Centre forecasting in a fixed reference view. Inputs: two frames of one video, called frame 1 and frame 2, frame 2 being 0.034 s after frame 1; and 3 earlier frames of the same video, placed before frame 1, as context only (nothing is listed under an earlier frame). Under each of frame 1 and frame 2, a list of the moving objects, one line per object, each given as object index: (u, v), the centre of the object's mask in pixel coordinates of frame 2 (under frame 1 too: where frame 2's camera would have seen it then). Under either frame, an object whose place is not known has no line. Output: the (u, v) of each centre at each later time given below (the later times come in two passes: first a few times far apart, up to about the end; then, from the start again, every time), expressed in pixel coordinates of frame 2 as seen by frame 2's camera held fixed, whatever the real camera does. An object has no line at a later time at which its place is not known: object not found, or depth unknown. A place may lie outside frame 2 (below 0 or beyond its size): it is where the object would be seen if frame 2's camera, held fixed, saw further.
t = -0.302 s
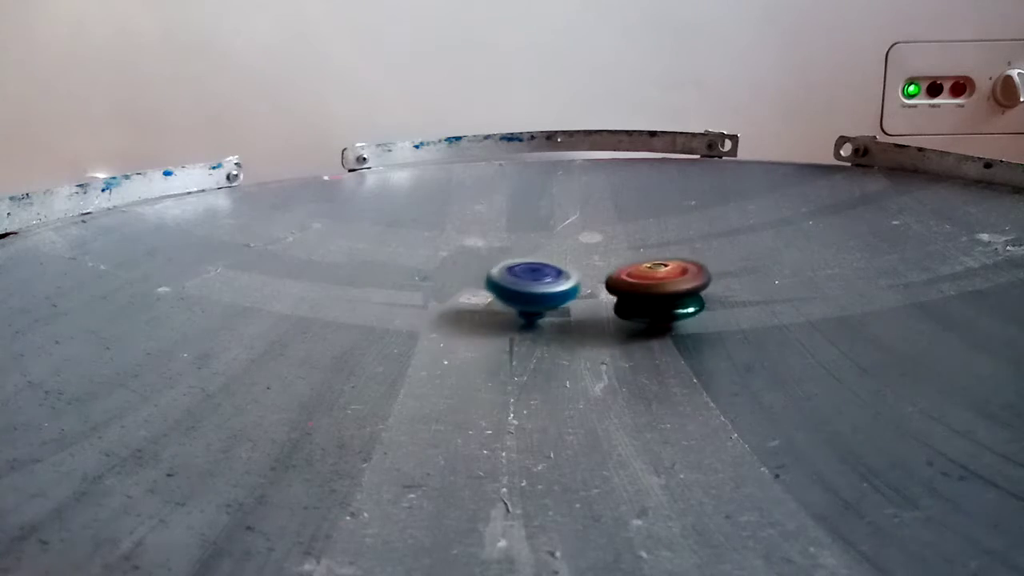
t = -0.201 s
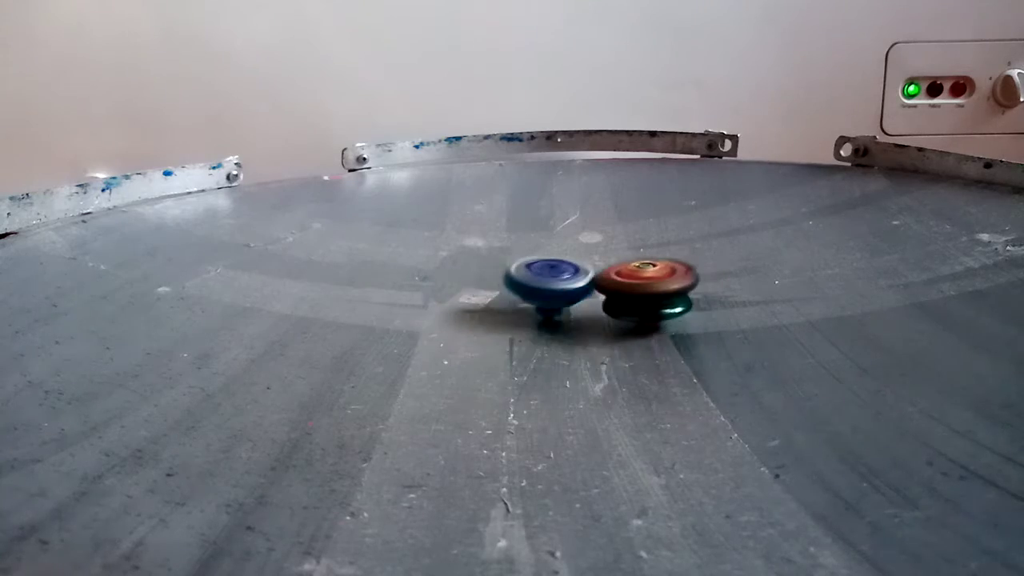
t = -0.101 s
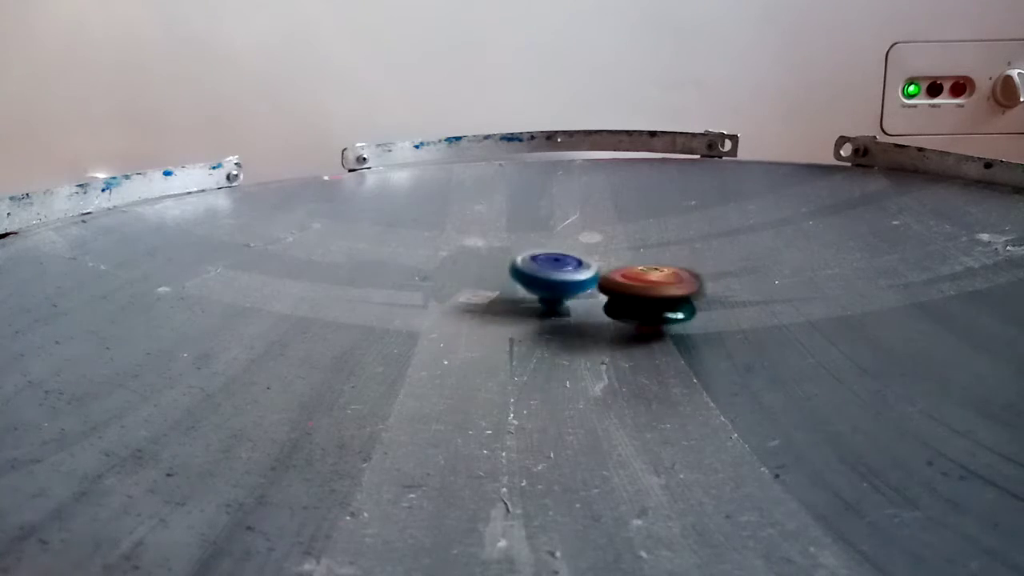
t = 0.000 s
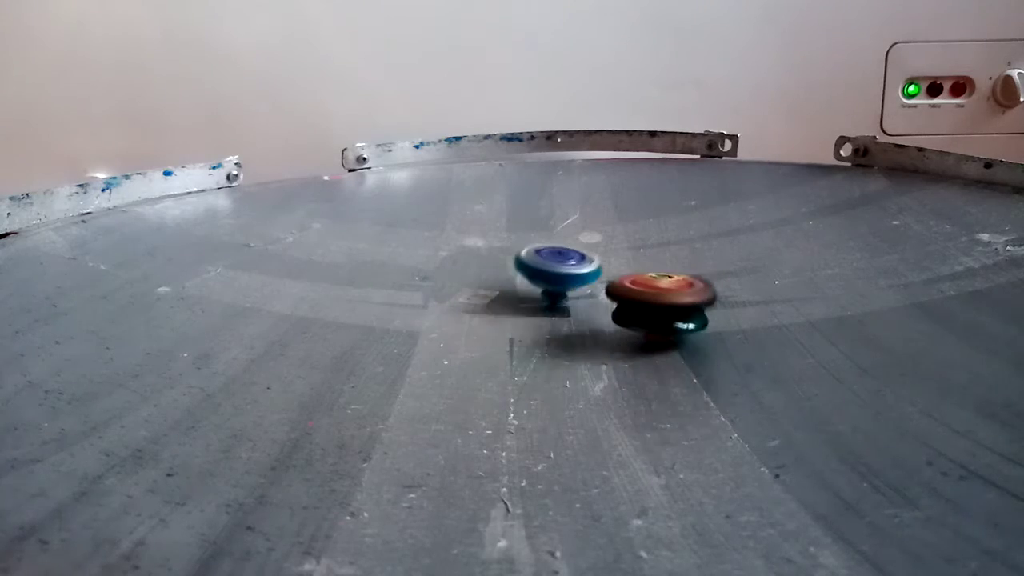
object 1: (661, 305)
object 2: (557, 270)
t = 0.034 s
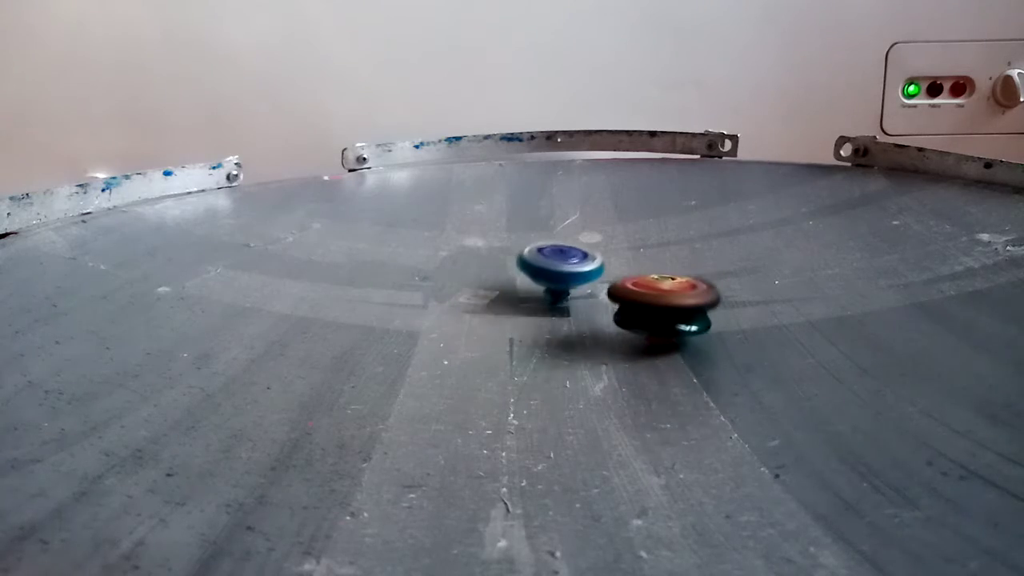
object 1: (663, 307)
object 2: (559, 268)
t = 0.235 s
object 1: (668, 320)
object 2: (574, 258)
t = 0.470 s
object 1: (658, 334)
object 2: (597, 253)
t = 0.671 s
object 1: (627, 340)
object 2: (608, 252)
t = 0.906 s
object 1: (581, 342)
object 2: (619, 256)
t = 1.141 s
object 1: (531, 337)
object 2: (611, 269)
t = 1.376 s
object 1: (491, 325)
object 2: (574, 282)
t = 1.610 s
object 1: (457, 312)
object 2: (541, 291)
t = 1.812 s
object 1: (423, 306)
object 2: (514, 291)
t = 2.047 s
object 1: (396, 302)
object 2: (512, 289)
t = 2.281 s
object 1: (395, 300)
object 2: (511, 289)
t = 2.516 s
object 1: (414, 301)
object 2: (528, 287)
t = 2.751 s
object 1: (427, 302)
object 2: (564, 287)
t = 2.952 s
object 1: (460, 305)
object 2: (591, 290)
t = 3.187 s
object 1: (493, 306)
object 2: (624, 293)
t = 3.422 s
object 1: (475, 304)
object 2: (659, 297)
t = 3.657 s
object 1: (475, 304)
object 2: (657, 305)
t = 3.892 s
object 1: (490, 303)
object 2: (626, 313)
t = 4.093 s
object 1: (510, 300)
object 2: (593, 316)
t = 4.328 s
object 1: (507, 289)
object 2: (562, 319)
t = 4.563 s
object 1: (510, 277)
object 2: (532, 315)
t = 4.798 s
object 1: (516, 270)
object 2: (514, 307)
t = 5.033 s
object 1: (526, 267)
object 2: (511, 306)
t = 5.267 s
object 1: (545, 266)
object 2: (521, 304)
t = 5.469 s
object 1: (562, 267)
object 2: (531, 303)
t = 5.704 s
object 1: (582, 272)
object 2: (540, 305)
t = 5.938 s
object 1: (591, 276)
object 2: (546, 310)
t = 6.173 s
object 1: (592, 283)
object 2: (535, 315)
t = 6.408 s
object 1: (584, 288)
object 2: (520, 316)
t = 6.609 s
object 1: (570, 292)
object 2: (507, 316)
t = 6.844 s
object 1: (562, 291)
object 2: (493, 316)
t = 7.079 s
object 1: (554, 290)
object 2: (494, 312)
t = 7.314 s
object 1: (547, 287)
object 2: (489, 313)
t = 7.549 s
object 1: (543, 280)
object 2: (497, 310)
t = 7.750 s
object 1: (530, 272)
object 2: (508, 310)
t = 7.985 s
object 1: (520, 270)
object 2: (526, 312)
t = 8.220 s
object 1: (526, 273)
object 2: (547, 312)
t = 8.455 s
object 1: (541, 277)
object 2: (562, 314)
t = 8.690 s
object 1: (549, 279)
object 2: (579, 315)
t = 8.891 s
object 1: (553, 277)
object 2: (584, 317)
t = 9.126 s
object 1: (558, 276)
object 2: (575, 319)
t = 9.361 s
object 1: (548, 277)
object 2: (564, 314)
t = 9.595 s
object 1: (541, 275)
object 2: (561, 316)
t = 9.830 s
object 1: (528, 274)
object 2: (558, 315)
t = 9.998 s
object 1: (527, 274)
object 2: (556, 313)
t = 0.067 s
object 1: (665, 309)
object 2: (562, 266)
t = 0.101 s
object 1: (667, 312)
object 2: (565, 264)
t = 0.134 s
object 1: (668, 314)
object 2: (567, 263)
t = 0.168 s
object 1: (668, 316)
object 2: (568, 261)
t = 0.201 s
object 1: (668, 318)
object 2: (571, 259)
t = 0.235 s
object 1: (668, 320)
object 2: (574, 258)
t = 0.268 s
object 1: (667, 322)
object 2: (577, 257)
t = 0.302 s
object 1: (667, 324)
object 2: (580, 256)
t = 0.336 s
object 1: (665, 327)
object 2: (582, 255)
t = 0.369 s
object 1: (664, 329)
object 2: (585, 254)
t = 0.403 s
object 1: (663, 330)
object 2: (588, 253)
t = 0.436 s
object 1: (661, 332)
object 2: (592, 253)
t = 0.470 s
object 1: (658, 334)
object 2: (597, 253)
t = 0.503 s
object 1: (654, 335)
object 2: (601, 252)
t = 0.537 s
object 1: (649, 337)
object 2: (602, 252)
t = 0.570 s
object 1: (644, 338)
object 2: (602, 252)
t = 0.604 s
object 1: (638, 339)
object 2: (604, 253)
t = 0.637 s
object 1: (633, 340)
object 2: (606, 253)
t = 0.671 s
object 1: (627, 340)
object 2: (608, 252)
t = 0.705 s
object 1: (621, 341)
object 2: (609, 253)
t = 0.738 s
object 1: (614, 341)
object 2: (610, 254)
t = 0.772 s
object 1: (608, 341)
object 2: (612, 254)
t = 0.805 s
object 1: (601, 342)
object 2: (615, 255)
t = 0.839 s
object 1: (594, 342)
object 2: (616, 255)
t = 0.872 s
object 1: (588, 342)
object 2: (618, 256)
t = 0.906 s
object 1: (581, 342)
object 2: (619, 256)
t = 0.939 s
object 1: (575, 342)
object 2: (620, 257)
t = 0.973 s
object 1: (567, 341)
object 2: (619, 259)
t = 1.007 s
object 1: (559, 340)
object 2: (620, 261)
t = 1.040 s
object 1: (553, 340)
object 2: (619, 263)
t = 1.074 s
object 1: (545, 339)
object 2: (617, 265)
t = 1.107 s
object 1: (538, 338)
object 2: (614, 267)
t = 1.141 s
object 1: (531, 337)
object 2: (611, 269)
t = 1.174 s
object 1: (525, 335)
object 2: (607, 271)
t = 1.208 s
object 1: (519, 333)
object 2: (602, 273)
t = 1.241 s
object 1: (513, 331)
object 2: (597, 275)
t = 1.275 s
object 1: (508, 330)
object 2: (591, 277)
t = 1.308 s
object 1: (502, 328)
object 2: (586, 278)
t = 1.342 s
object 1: (497, 326)
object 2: (581, 280)
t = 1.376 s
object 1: (491, 325)
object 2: (574, 282)
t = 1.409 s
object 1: (485, 323)
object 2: (568, 284)
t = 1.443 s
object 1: (480, 322)
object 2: (563, 285)
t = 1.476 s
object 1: (475, 320)
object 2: (558, 287)
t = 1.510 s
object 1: (471, 318)
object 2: (553, 288)
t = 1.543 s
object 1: (468, 315)
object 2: (549, 290)
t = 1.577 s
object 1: (466, 313)
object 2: (544, 292)
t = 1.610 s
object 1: (457, 312)
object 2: (541, 291)
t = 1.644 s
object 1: (449, 311)
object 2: (537, 291)
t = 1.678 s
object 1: (443, 310)
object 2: (533, 291)
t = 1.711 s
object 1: (438, 309)
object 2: (527, 291)
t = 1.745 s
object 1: (432, 308)
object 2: (523, 291)
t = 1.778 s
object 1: (426, 307)
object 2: (518, 291)
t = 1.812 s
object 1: (423, 306)
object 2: (514, 291)
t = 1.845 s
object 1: (418, 306)
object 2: (513, 291)
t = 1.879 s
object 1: (412, 305)
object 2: (512, 290)
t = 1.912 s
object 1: (408, 305)
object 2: (511, 290)
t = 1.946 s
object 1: (405, 303)
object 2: (512, 290)
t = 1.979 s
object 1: (401, 302)
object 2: (512, 290)
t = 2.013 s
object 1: (399, 302)
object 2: (512, 290)
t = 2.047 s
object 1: (396, 302)
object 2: (512, 289)
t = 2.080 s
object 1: (394, 301)
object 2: (511, 289)
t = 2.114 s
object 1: (394, 300)
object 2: (511, 289)
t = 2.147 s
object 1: (392, 300)
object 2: (510, 288)
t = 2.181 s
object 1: (390, 299)
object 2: (510, 288)
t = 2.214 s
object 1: (391, 300)
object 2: (510, 288)
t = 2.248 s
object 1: (393, 300)
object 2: (510, 289)
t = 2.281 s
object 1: (395, 300)
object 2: (511, 289)
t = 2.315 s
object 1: (398, 298)
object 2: (511, 289)
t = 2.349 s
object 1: (402, 298)
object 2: (512, 288)
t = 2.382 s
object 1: (407, 298)
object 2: (512, 288)
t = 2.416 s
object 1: (413, 298)
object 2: (513, 288)
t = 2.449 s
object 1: (418, 300)
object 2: (513, 288)
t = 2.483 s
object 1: (419, 300)
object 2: (519, 288)
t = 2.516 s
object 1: (414, 301)
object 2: (528, 287)
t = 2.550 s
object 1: (412, 301)
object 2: (533, 287)
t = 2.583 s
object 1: (413, 301)
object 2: (539, 287)
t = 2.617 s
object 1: (414, 301)
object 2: (543, 287)
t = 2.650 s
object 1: (416, 301)
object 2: (549, 287)
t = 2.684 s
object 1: (419, 301)
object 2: (554, 287)
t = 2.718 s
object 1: (423, 301)
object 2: (559, 287)
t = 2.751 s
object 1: (427, 302)
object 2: (564, 287)
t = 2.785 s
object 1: (431, 302)
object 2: (569, 288)
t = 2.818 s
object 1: (435, 303)
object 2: (573, 288)
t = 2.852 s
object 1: (440, 303)
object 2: (579, 289)
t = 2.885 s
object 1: (446, 304)
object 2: (583, 289)
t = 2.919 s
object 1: (453, 305)
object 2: (587, 290)
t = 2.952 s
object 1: (460, 305)
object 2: (591, 290)
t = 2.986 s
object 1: (467, 304)
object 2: (594, 290)
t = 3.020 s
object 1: (474, 305)
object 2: (597, 291)
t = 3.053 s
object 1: (482, 305)
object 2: (600, 292)
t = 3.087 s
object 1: (489, 306)
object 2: (601, 293)
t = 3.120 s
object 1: (498, 306)
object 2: (603, 293)
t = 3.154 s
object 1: (503, 306)
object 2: (608, 295)
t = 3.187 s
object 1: (493, 306)
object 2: (624, 293)
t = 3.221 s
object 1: (487, 305)
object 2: (635, 293)
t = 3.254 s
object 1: (483, 306)
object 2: (639, 293)
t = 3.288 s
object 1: (480, 305)
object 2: (644, 293)
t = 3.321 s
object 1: (478, 305)
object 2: (648, 294)
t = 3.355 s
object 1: (476, 305)
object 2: (653, 295)
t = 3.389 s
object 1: (475, 304)
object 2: (656, 296)
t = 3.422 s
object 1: (475, 304)
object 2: (659, 297)
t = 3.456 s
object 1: (475, 304)
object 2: (661, 298)
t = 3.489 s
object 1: (475, 304)
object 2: (661, 299)
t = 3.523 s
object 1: (475, 304)
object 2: (662, 300)
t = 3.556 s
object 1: (475, 304)
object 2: (662, 302)
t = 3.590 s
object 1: (475, 304)
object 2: (661, 303)
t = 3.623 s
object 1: (475, 304)
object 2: (659, 304)
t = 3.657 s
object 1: (475, 304)
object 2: (657, 305)
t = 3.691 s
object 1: (475, 304)
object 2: (655, 306)
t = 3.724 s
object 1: (475, 304)
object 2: (650, 308)
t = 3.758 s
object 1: (475, 303)
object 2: (646, 309)
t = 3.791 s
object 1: (477, 303)
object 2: (642, 310)
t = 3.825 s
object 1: (481, 303)
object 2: (637, 311)
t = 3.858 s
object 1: (485, 303)
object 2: (632, 312)
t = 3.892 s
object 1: (490, 303)
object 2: (626, 313)
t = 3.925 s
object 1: (495, 303)
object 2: (620, 314)
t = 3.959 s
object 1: (498, 303)
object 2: (613, 315)
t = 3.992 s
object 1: (502, 302)
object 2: (606, 315)
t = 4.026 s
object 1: (506, 301)
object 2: (601, 315)
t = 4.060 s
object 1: (509, 301)
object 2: (595, 315)
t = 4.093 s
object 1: (510, 300)
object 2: (593, 316)
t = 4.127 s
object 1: (510, 298)
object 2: (589, 317)
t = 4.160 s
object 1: (509, 297)
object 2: (585, 318)
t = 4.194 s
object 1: (509, 296)
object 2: (582, 318)
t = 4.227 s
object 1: (509, 295)
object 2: (578, 318)
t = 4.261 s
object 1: (509, 293)
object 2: (575, 318)
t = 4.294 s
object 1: (509, 291)
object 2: (568, 319)
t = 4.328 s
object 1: (507, 289)
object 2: (562, 319)
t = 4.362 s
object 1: (506, 288)
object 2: (558, 318)
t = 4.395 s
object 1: (505, 287)
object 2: (554, 317)
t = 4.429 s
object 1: (505, 285)
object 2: (549, 318)
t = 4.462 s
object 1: (506, 283)
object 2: (544, 317)
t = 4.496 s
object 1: (508, 280)
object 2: (540, 316)
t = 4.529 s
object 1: (509, 278)
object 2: (536, 315)
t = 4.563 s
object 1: (510, 277)
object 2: (532, 315)
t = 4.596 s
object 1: (510, 276)
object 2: (528, 314)
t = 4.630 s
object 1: (512, 274)
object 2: (526, 313)
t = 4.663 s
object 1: (514, 272)
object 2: (524, 312)
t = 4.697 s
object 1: (514, 272)
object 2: (521, 311)
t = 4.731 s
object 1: (515, 271)
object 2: (519, 308)
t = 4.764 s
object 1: (515, 270)
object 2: (516, 309)
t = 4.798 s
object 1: (516, 270)
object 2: (514, 307)
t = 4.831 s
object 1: (516, 269)
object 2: (512, 308)
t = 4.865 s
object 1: (516, 269)
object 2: (511, 308)
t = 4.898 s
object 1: (518, 268)
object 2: (510, 307)
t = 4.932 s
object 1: (520, 267)
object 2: (510, 307)
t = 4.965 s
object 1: (521, 267)
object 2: (509, 307)
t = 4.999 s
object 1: (524, 267)
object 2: (509, 306)
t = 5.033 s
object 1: (526, 267)
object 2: (511, 306)
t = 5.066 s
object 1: (528, 267)
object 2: (512, 306)
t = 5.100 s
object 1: (531, 267)
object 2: (513, 305)
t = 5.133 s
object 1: (534, 266)
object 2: (515, 304)
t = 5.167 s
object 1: (538, 267)
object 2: (516, 304)
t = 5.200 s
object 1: (539, 266)
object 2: (519, 304)
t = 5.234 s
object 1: (541, 266)
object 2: (521, 304)
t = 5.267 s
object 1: (545, 266)
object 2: (521, 304)
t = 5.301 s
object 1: (549, 267)
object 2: (521, 304)
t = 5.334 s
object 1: (553, 267)
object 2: (522, 304)
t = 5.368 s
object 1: (556, 267)
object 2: (524, 304)
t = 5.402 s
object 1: (557, 267)
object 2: (526, 303)
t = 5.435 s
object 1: (559, 267)
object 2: (528, 303)
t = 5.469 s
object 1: (562, 267)
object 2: (531, 303)
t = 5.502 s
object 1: (566, 269)
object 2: (533, 303)
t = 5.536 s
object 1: (570, 269)
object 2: (535, 303)
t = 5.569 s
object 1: (575, 270)
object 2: (536, 304)
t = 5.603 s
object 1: (577, 271)
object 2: (537, 304)
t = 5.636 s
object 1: (577, 271)
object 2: (538, 305)
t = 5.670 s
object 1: (580, 271)
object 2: (540, 305)
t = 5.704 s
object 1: (582, 272)
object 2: (540, 305)
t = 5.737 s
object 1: (583, 272)
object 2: (542, 306)
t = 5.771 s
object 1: (584, 273)
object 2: (544, 307)
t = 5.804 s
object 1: (585, 273)
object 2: (545, 307)
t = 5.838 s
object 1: (586, 274)
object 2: (547, 308)
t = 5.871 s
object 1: (588, 274)
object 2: (548, 308)
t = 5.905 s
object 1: (590, 276)
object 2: (548, 309)
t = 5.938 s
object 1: (591, 276)
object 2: (546, 310)
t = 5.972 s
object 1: (595, 276)
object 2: (544, 310)
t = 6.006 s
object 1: (597, 281)
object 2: (542, 311)
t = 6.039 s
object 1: (598, 282)
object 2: (541, 312)
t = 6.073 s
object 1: (598, 283)
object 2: (540, 313)
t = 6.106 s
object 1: (596, 283)
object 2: (538, 314)
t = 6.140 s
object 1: (594, 282)
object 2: (537, 314)
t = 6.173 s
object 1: (592, 283)
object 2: (535, 315)
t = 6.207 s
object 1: (590, 283)
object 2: (533, 315)
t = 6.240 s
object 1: (589, 284)
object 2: (531, 315)
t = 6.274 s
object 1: (589, 284)
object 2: (529, 316)
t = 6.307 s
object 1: (588, 286)
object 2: (527, 316)
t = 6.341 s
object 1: (586, 286)
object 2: (525, 316)
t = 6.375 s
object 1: (585, 287)
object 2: (522, 316)
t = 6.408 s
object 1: (584, 288)
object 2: (520, 316)
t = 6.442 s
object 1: (583, 290)
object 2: (518, 316)
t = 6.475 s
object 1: (580, 290)
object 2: (517, 316)
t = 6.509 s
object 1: (577, 291)
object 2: (516, 316)
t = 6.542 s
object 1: (574, 291)
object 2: (514, 316)
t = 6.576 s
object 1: (571, 291)
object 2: (512, 315)
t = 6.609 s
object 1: (570, 292)
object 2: (507, 316)
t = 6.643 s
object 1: (568, 291)
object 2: (505, 317)
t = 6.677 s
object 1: (568, 291)
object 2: (502, 316)
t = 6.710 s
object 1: (566, 292)
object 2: (500, 316)
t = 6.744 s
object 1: (565, 292)
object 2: (497, 316)
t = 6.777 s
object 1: (564, 291)
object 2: (496, 316)
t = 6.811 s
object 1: (563, 291)
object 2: (494, 316)
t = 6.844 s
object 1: (562, 291)
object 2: (493, 316)
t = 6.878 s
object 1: (561, 291)
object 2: (493, 315)
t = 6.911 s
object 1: (560, 291)
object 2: (492, 315)
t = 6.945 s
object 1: (559, 291)
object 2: (492, 315)
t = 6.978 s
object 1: (558, 291)
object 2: (492, 314)
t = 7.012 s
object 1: (556, 291)
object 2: (492, 314)
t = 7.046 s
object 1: (554, 290)
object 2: (493, 313)
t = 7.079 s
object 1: (554, 290)
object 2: (494, 312)
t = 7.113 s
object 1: (552, 290)
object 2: (492, 313)
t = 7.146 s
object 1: (552, 289)
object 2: (490, 313)
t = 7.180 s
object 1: (552, 289)
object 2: (489, 313)
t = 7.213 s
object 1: (552, 289)
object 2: (489, 313)
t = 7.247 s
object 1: (551, 289)
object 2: (489, 313)
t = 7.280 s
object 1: (550, 289)
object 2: (489, 313)
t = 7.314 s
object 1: (547, 287)
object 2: (489, 313)
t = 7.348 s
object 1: (546, 285)
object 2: (490, 313)
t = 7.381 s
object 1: (545, 284)
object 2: (490, 312)
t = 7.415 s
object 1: (544, 283)
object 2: (491, 312)
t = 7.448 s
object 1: (544, 282)
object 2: (492, 312)
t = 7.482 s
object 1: (544, 282)
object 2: (494, 311)
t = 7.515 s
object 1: (543, 281)
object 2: (496, 311)
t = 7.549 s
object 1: (543, 280)
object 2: (497, 310)
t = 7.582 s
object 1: (542, 279)
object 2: (499, 310)
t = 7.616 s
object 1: (541, 279)
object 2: (500, 310)
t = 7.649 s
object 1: (540, 277)
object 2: (501, 310)
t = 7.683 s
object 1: (537, 275)
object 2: (503, 310)
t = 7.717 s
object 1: (534, 273)
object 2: (505, 310)
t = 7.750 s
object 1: (530, 272)
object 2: (508, 310)
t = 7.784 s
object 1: (529, 272)
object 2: (511, 311)
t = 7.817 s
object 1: (527, 271)
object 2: (513, 311)
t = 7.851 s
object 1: (524, 270)
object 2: (516, 311)
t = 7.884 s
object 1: (522, 270)
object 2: (519, 310)
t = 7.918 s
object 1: (522, 270)
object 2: (520, 310)
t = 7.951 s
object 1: (521, 270)
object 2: (523, 311)
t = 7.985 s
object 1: (520, 270)
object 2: (526, 312)
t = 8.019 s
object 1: (520, 271)
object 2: (528, 312)
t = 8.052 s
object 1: (520, 271)
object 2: (531, 312)
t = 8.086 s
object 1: (521, 271)
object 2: (534, 312)
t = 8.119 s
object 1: (523, 271)
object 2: (537, 312)
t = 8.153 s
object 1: (523, 272)
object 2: (541, 312)
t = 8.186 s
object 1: (525, 272)
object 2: (544, 312)
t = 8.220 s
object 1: (526, 273)
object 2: (547, 312)
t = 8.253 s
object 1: (528, 273)
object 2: (548, 312)
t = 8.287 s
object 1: (529, 274)
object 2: (550, 312)
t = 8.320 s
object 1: (532, 274)
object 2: (552, 312)
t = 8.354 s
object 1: (533, 275)
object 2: (555, 312)
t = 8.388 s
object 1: (536, 275)
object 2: (557, 312)
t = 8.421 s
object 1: (537, 276)
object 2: (560, 313)
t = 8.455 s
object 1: (541, 277)
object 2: (562, 314)
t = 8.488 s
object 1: (543, 277)
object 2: (564, 314)
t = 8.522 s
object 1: (544, 278)
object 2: (566, 314)
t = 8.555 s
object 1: (545, 279)
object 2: (569, 315)
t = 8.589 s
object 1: (546, 278)
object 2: (571, 315)
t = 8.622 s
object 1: (547, 279)
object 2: (574, 315)
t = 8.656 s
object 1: (548, 278)
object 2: (576, 316)
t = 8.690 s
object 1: (549, 279)
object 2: (579, 315)
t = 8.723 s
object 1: (550, 278)
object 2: (580, 316)
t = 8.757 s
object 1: (551, 278)
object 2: (582, 316)
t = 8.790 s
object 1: (552, 279)
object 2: (583, 316)
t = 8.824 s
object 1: (553, 278)
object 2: (584, 316)
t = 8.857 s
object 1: (553, 278)
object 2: (584, 317)
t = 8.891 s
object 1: (553, 277)
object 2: (584, 317)
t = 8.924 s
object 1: (553, 277)
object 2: (582, 319)
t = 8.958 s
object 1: (555, 276)
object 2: (584, 317)
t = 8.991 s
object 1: (557, 276)
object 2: (584, 317)
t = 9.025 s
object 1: (556, 276)
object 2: (581, 317)
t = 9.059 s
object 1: (557, 276)
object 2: (578, 318)
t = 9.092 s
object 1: (559, 276)
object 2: (577, 319)
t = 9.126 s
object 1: (558, 276)
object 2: (575, 319)
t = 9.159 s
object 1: (556, 276)
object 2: (573, 318)
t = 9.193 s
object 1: (556, 276)
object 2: (572, 318)
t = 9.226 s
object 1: (554, 276)
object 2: (570, 317)
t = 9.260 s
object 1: (553, 276)
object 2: (567, 316)
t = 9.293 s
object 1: (552, 276)
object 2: (566, 316)
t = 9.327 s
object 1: (549, 276)
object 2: (565, 315)
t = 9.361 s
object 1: (548, 277)
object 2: (564, 314)
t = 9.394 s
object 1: (545, 277)
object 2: (563, 314)
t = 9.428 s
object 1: (545, 277)
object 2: (562, 315)
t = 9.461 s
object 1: (545, 276)
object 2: (562, 316)
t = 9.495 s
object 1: (544, 277)
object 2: (562, 316)
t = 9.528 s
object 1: (543, 276)
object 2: (562, 316)
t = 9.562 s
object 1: (543, 275)
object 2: (562, 316)
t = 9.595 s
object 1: (541, 275)
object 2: (561, 316)
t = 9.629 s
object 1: (539, 275)
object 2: (560, 316)
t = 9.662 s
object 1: (535, 275)
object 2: (560, 316)
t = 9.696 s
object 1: (534, 275)
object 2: (559, 316)
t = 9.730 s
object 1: (531, 275)
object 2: (559, 316)
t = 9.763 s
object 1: (528, 275)
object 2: (559, 316)
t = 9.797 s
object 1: (528, 274)
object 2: (558, 315)
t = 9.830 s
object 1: (528, 274)
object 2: (558, 315)
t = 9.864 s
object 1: (527, 274)
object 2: (557, 314)
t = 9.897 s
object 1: (527, 274)
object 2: (556, 314)
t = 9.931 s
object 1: (528, 274)
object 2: (556, 313)
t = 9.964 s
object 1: (527, 274)
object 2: (556, 313)
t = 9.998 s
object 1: (527, 274)
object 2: (556, 313)
